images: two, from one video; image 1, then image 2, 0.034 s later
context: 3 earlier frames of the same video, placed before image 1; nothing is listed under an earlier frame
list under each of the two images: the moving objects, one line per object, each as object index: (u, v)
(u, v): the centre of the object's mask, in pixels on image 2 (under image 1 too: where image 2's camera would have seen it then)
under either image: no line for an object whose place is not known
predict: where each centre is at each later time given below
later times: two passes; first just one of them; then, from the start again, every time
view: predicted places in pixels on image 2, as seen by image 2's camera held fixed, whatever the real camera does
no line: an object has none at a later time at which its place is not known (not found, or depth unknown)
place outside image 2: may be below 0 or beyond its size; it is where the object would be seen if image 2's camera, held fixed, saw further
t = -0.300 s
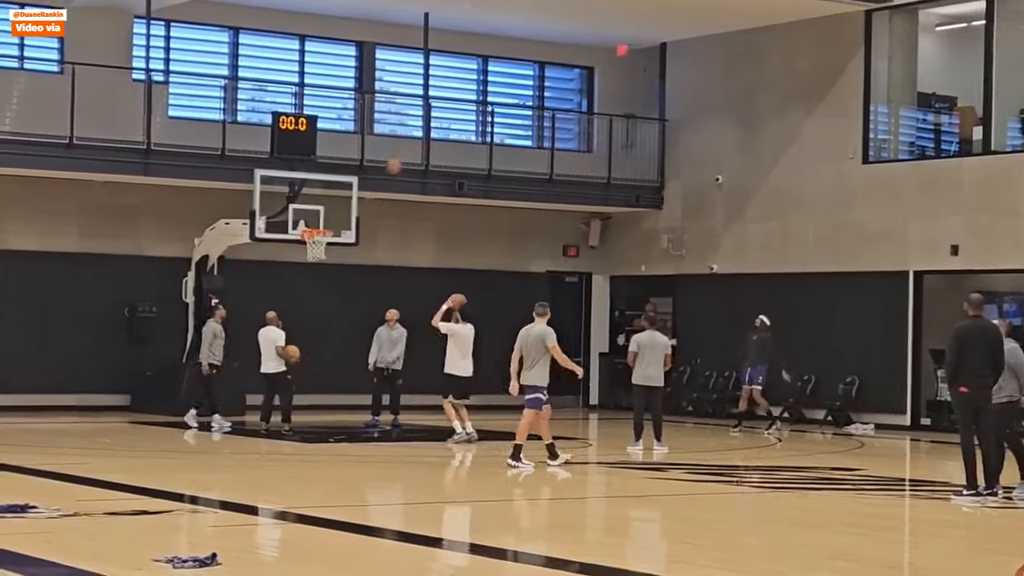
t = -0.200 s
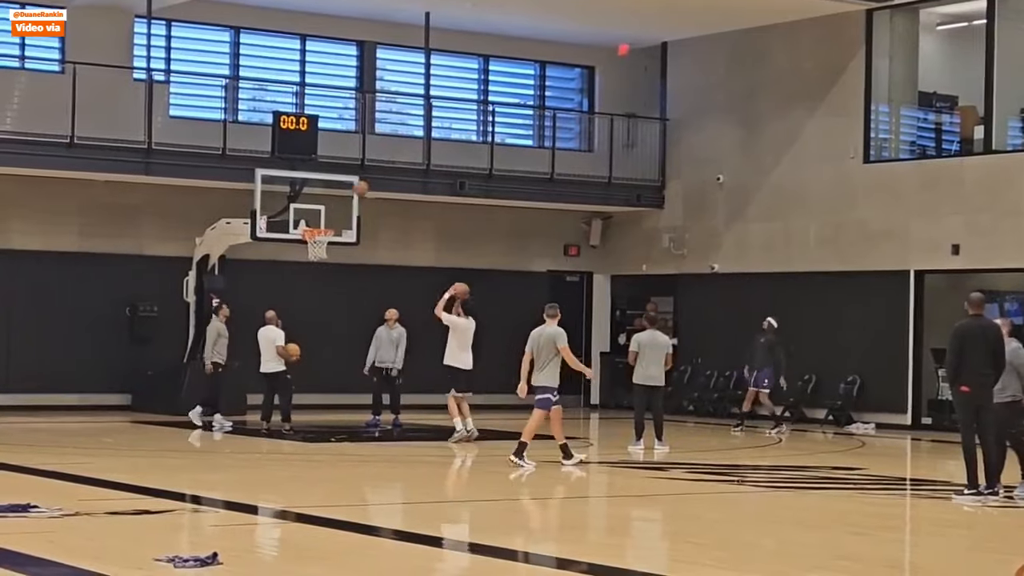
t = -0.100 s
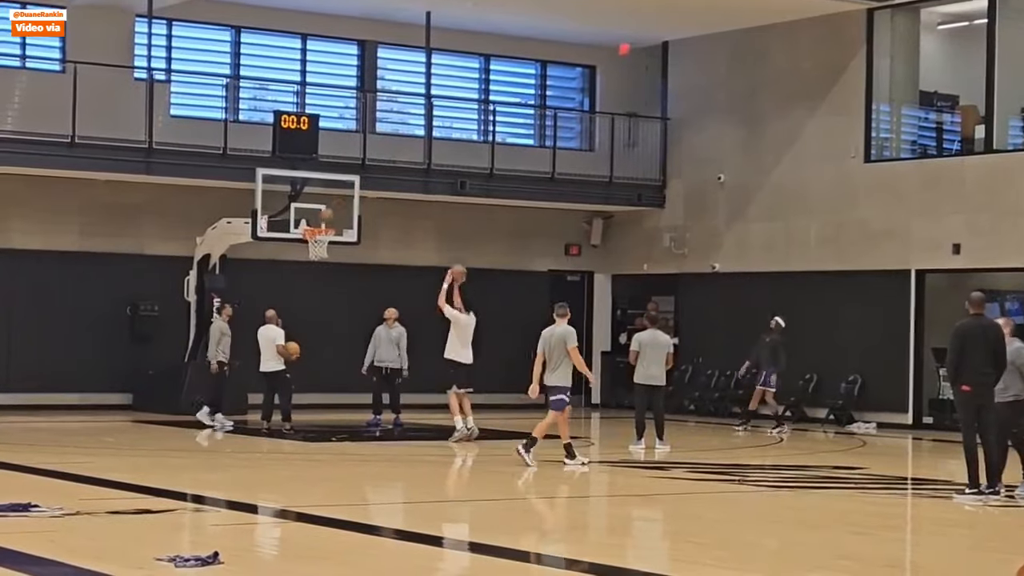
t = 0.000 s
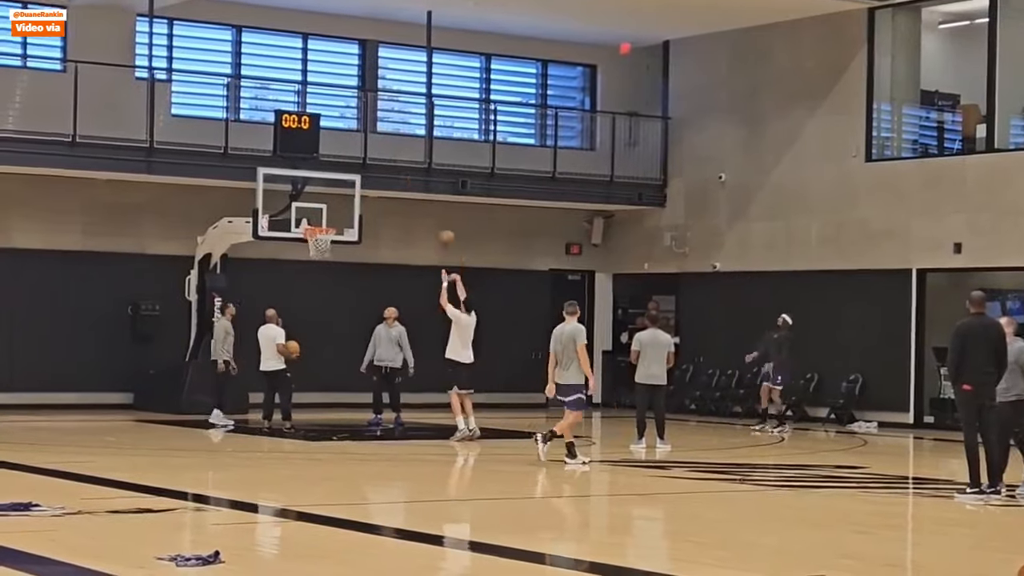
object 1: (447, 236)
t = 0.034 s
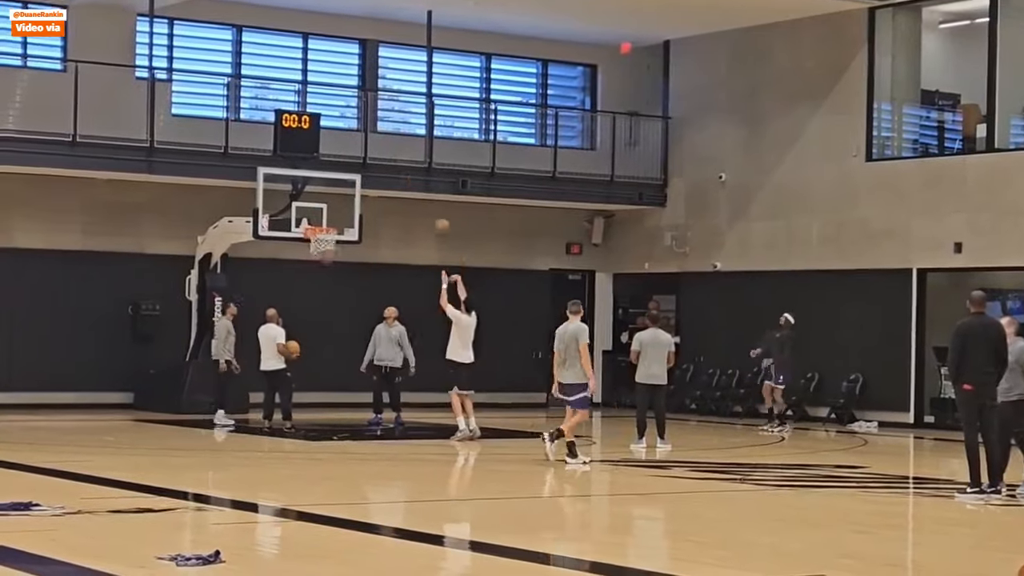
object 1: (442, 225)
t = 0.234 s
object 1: (414, 180)
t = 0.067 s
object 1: (437, 216)
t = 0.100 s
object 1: (433, 207)
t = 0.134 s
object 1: (428, 199)
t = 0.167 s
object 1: (423, 192)
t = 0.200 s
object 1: (418, 186)
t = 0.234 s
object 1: (414, 180)
